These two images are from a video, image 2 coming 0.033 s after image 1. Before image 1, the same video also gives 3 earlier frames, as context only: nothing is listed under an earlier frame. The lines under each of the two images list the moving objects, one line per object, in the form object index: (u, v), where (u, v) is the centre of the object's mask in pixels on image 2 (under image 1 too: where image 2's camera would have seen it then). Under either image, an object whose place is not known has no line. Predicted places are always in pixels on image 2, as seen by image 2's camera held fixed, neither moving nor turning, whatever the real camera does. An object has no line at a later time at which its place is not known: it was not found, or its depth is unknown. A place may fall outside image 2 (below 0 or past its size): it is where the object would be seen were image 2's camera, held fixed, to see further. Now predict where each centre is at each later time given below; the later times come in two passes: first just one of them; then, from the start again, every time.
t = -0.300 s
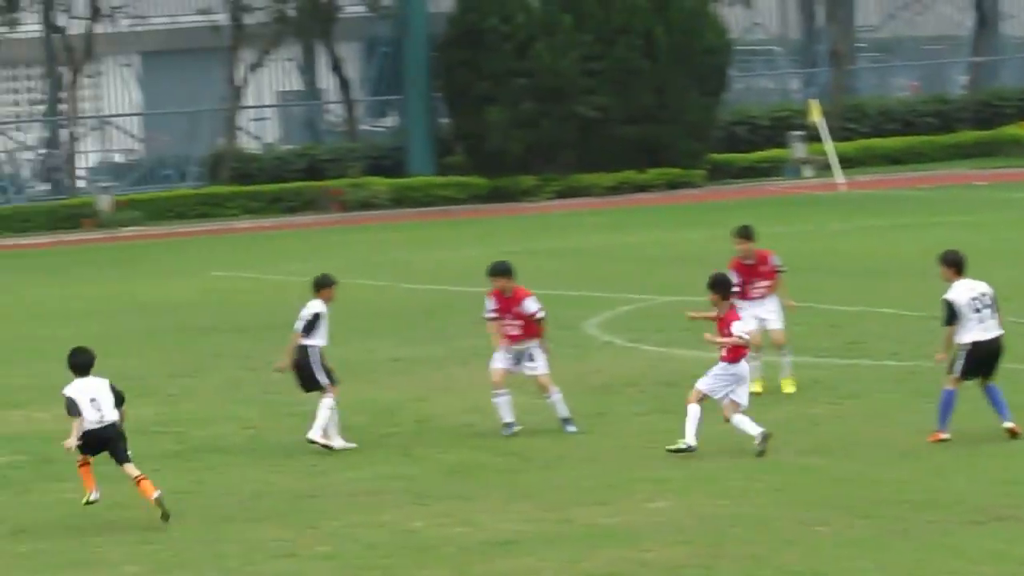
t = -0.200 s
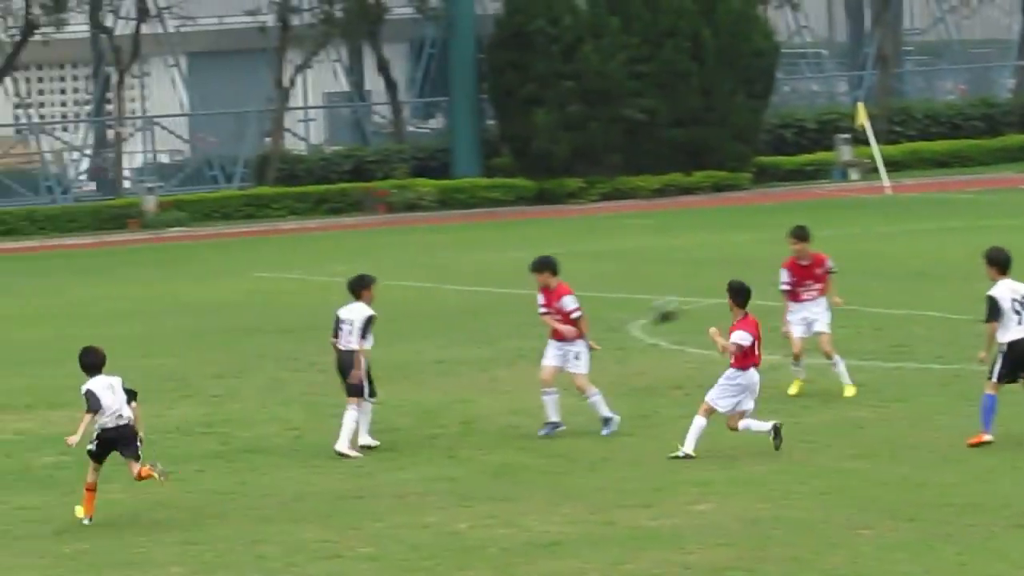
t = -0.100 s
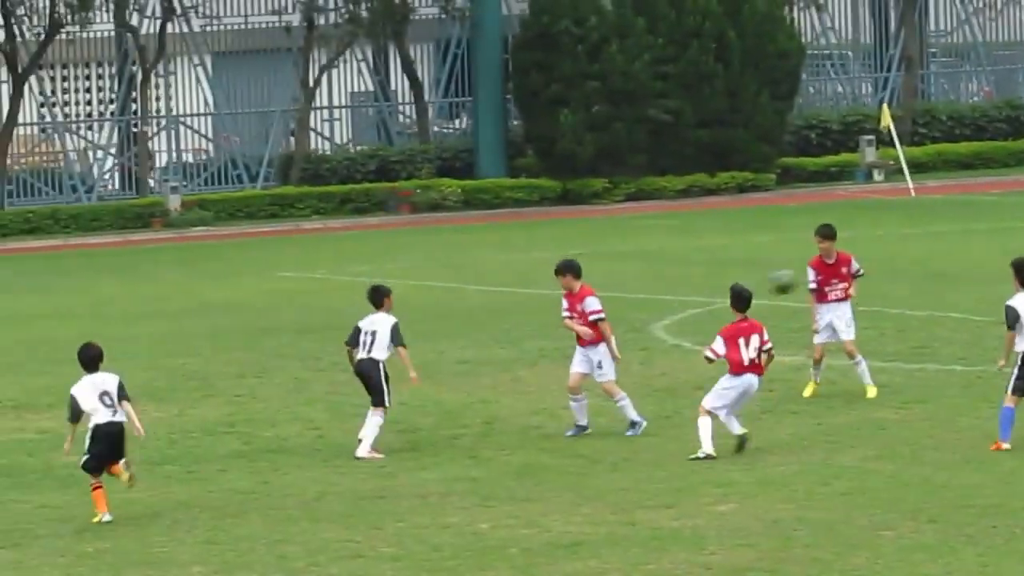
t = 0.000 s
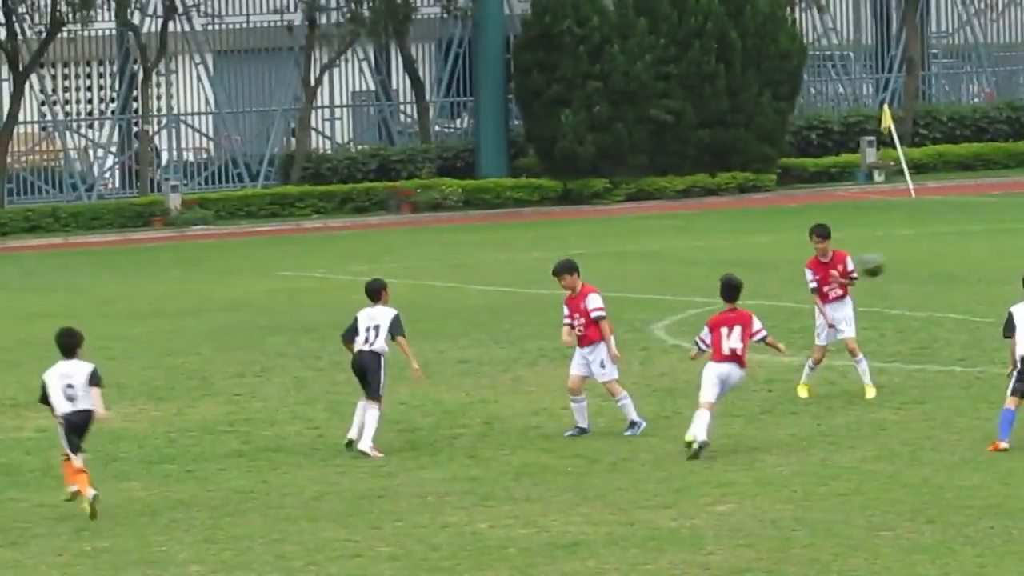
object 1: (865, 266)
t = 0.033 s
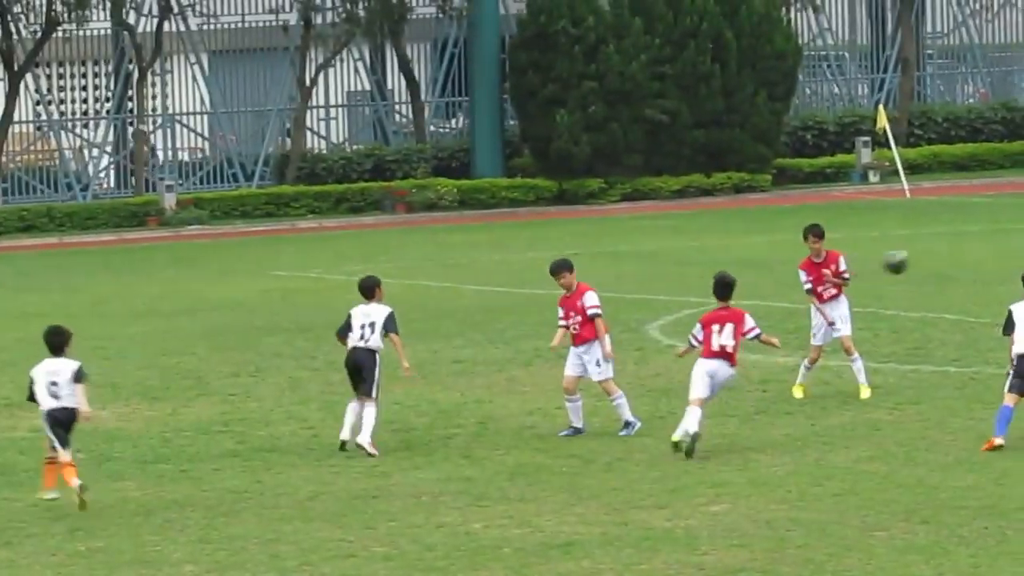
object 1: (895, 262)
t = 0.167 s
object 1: (1009, 262)
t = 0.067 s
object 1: (924, 261)
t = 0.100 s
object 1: (952, 259)
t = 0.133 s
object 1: (981, 260)
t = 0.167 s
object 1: (1009, 262)
